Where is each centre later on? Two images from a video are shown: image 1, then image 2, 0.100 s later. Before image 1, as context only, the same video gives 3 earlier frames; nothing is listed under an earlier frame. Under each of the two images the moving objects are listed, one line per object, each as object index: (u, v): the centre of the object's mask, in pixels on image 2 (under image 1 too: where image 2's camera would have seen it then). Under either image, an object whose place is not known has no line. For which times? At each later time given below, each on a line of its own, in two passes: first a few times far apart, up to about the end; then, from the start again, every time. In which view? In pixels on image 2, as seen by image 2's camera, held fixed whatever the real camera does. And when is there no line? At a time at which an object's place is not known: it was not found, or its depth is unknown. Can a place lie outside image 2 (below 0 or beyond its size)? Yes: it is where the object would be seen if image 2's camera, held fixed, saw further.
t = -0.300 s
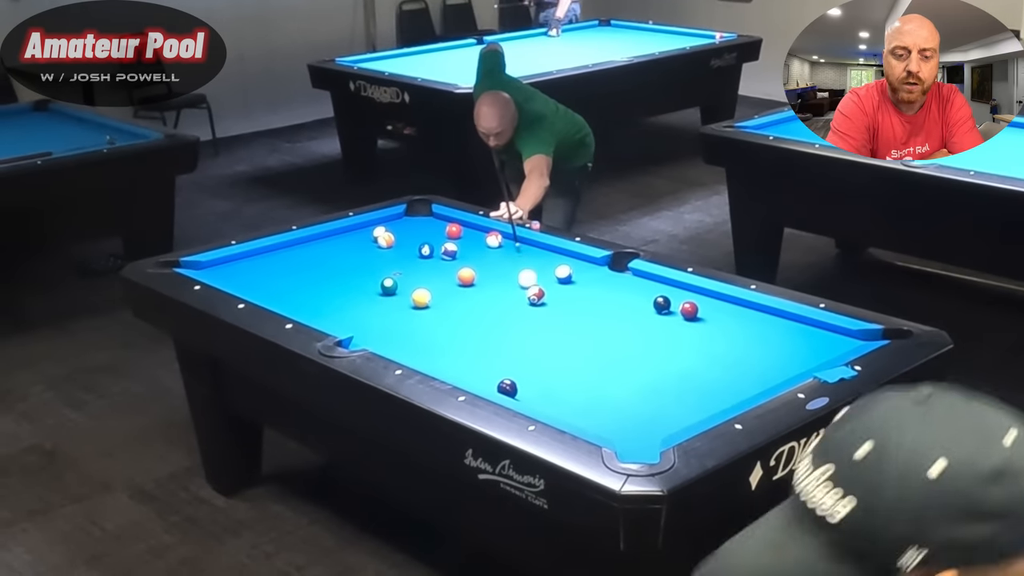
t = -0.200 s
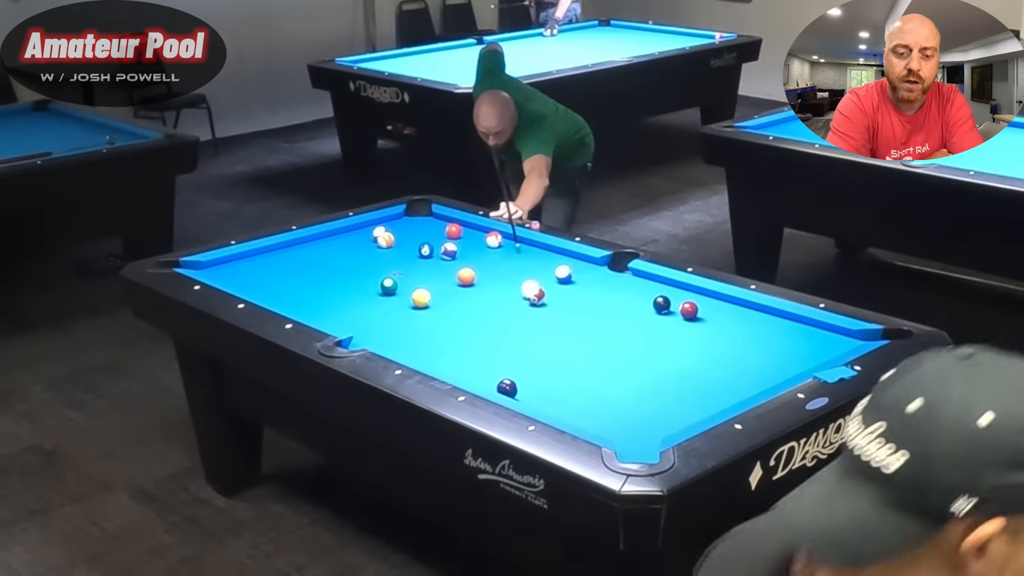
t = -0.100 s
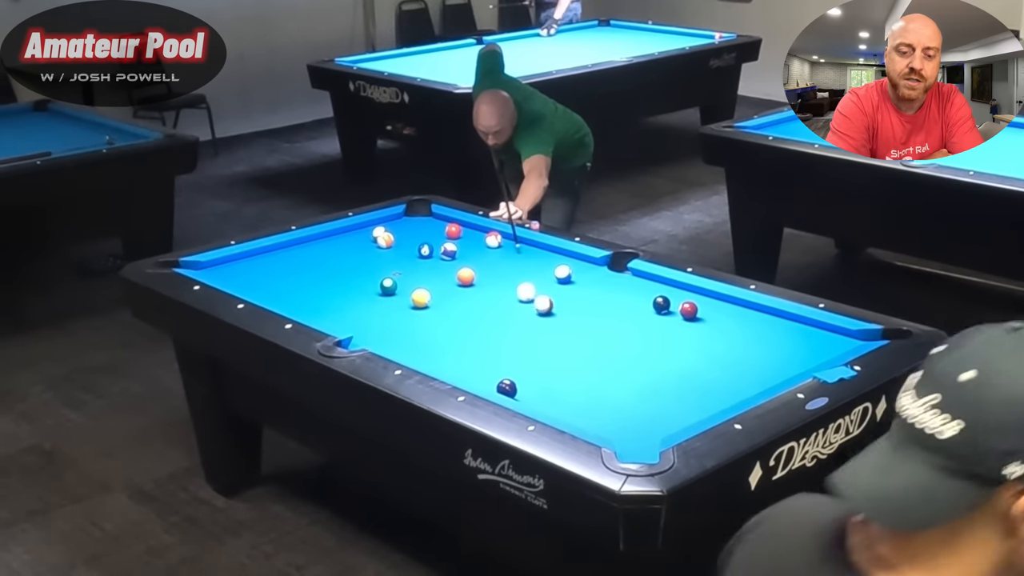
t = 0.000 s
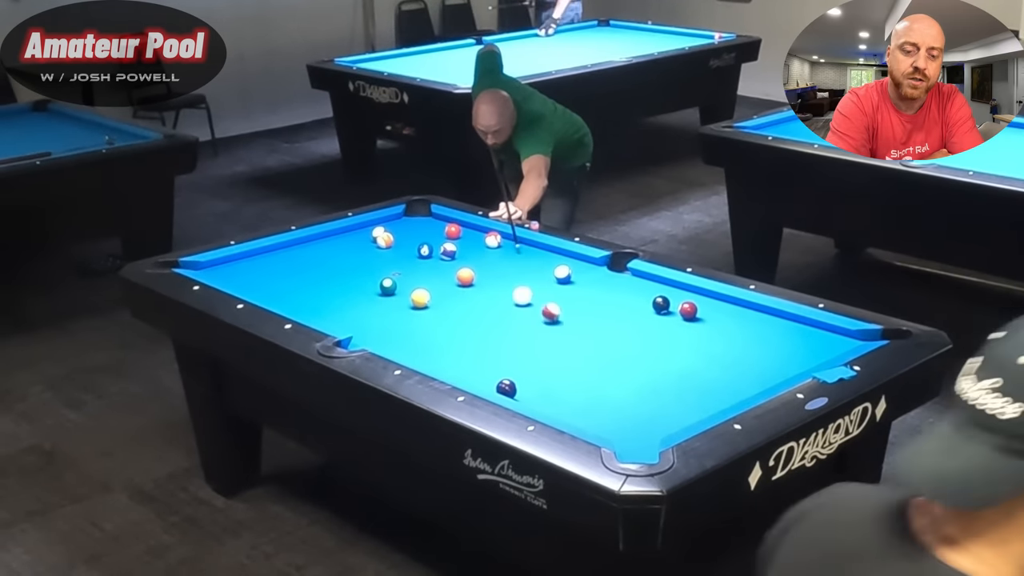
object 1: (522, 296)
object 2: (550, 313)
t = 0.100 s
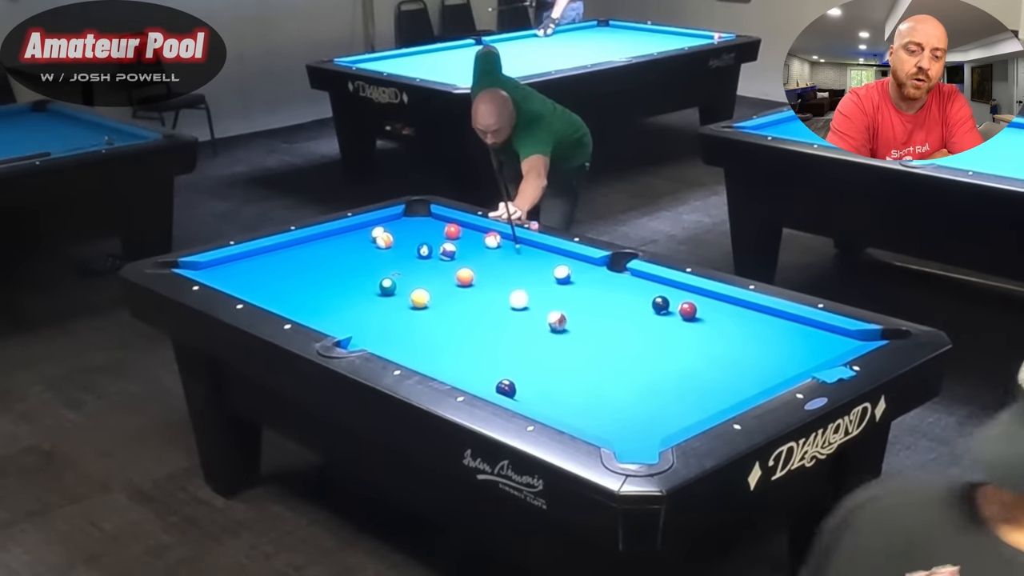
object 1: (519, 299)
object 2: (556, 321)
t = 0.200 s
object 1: (515, 303)
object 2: (564, 330)
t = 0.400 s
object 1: (509, 310)
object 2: (578, 346)
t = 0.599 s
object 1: (502, 317)
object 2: (593, 364)
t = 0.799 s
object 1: (496, 322)
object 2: (609, 382)
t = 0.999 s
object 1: (491, 328)
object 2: (626, 401)
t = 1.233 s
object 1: (484, 335)
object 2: (646, 424)
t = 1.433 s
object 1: (479, 341)
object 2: (641, 433)
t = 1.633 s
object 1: (474, 347)
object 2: (611, 429)
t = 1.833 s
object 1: (469, 352)
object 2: (587, 421)
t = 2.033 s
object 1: (465, 356)
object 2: (577, 416)
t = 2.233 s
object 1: (461, 361)
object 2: (569, 409)
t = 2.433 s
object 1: (458, 364)
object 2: (562, 403)
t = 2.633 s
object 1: (455, 367)
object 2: (555, 398)
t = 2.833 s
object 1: (453, 368)
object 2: (549, 393)
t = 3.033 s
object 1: (456, 369)
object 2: (545, 388)
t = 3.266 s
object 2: (540, 383)
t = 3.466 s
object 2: (536, 380)
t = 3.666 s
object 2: (533, 376)
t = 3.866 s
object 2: (530, 374)
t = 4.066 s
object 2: (528, 372)
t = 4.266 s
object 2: (526, 370)
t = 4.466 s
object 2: (524, 369)
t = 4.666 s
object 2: (522, 368)
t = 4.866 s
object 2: (521, 367)
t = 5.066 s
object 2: (521, 367)
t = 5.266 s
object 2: (522, 368)
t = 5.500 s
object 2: (522, 368)
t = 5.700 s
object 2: (522, 368)
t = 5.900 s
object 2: (521, 368)
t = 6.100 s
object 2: (522, 368)
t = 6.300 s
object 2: (522, 368)
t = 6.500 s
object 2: (522, 368)
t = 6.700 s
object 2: (522, 368)
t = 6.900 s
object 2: (522, 368)
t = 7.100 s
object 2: (522, 368)
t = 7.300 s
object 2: (521, 368)
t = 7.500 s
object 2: (521, 368)
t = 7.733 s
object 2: (522, 368)
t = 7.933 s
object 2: (522, 368)
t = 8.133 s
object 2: (522, 368)
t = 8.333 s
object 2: (522, 368)
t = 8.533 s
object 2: (522, 368)
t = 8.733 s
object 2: (522, 368)
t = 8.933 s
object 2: (522, 368)
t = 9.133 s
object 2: (522, 368)
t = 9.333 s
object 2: (522, 368)
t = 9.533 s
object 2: (522, 368)
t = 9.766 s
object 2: (521, 368)
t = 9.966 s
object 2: (521, 368)
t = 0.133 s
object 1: (518, 300)
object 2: (559, 323)
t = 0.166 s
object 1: (517, 302)
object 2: (561, 327)
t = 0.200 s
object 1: (515, 303)
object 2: (564, 330)
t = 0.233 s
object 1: (514, 304)
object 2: (567, 332)
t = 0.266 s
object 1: (513, 305)
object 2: (569, 335)
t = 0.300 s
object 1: (512, 306)
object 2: (571, 337)
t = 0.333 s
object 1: (511, 307)
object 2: (573, 340)
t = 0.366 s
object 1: (510, 308)
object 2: (576, 343)
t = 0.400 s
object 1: (509, 310)
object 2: (578, 346)
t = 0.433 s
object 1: (508, 311)
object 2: (581, 350)
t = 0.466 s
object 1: (507, 312)
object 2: (584, 353)
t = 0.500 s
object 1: (506, 313)
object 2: (586, 355)
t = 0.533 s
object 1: (505, 314)
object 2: (588, 358)
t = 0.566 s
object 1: (504, 315)
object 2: (591, 361)
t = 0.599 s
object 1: (502, 317)
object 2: (593, 364)
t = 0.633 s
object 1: (501, 317)
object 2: (596, 366)
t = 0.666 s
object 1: (500, 318)
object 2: (598, 369)
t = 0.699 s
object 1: (499, 320)
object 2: (601, 373)
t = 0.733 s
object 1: (498, 321)
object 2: (604, 376)
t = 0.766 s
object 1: (497, 322)
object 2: (607, 379)
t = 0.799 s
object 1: (496, 322)
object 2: (609, 382)
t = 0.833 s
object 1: (495, 324)
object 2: (612, 385)
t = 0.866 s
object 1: (494, 324)
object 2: (615, 388)
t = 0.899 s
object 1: (494, 326)
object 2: (617, 390)
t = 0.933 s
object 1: (492, 326)
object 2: (620, 394)
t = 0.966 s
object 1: (492, 328)
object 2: (623, 398)
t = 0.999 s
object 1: (491, 328)
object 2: (626, 401)
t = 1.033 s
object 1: (490, 329)
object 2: (629, 403)
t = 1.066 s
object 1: (489, 331)
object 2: (632, 406)
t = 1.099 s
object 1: (488, 331)
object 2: (635, 410)
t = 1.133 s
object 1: (487, 332)
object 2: (637, 414)
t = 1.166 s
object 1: (486, 333)
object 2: (640, 417)
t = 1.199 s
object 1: (485, 335)
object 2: (643, 420)
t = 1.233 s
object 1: (484, 335)
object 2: (646, 424)
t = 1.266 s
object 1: (483, 336)
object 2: (649, 427)
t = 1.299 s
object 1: (482, 337)
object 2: (652, 430)
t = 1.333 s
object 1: (482, 338)
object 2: (655, 432)
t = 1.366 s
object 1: (481, 339)
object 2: (652, 433)
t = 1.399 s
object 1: (480, 340)
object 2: (647, 433)
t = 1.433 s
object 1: (479, 341)
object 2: (641, 433)
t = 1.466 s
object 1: (478, 342)
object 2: (635, 432)
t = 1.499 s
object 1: (477, 343)
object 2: (630, 433)
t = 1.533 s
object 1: (476, 344)
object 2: (626, 431)
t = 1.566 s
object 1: (475, 345)
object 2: (621, 431)
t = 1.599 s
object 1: (475, 346)
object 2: (616, 430)
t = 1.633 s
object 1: (474, 347)
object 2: (611, 429)
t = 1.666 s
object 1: (473, 347)
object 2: (606, 428)
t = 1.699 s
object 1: (472, 348)
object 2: (602, 426)
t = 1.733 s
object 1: (472, 349)
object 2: (597, 425)
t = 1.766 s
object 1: (471, 350)
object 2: (592, 423)
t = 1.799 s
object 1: (470, 351)
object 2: (589, 422)
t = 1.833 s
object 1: (469, 352)
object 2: (587, 421)
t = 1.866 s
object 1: (468, 352)
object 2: (585, 420)
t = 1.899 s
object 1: (468, 353)
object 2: (583, 420)
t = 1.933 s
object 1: (467, 354)
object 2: (582, 419)
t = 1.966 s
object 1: (466, 355)
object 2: (580, 418)
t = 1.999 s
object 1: (465, 356)
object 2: (579, 417)
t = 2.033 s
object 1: (465, 356)
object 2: (577, 416)
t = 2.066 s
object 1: (464, 357)
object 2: (576, 415)
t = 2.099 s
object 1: (463, 358)
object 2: (574, 414)
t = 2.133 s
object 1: (463, 359)
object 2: (573, 413)
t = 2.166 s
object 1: (462, 360)
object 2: (572, 411)
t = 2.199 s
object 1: (462, 360)
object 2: (571, 409)
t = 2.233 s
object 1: (461, 361)
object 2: (569, 409)
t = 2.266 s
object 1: (460, 362)
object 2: (568, 408)
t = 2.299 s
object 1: (460, 362)
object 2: (567, 407)
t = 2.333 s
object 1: (459, 363)
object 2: (565, 406)
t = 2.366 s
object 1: (459, 363)
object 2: (564, 405)
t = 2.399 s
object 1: (458, 364)
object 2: (562, 405)
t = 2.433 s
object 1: (458, 364)
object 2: (562, 403)
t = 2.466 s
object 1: (457, 365)
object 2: (561, 402)
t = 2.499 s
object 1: (457, 366)
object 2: (559, 401)
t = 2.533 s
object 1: (456, 366)
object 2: (558, 401)
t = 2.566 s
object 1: (456, 366)
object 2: (557, 399)
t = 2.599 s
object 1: (455, 366)
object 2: (556, 399)
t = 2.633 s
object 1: (455, 367)
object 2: (555, 398)
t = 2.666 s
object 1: (455, 367)
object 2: (554, 397)
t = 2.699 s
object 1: (454, 367)
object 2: (553, 396)
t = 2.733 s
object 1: (454, 367)
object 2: (552, 395)
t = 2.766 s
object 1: (453, 368)
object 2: (551, 394)
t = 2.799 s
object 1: (453, 368)
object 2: (550, 393)
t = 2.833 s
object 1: (453, 368)
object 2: (549, 393)
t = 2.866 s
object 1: (453, 368)
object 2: (548, 392)
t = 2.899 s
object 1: (454, 369)
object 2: (547, 391)
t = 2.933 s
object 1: (454, 368)
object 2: (547, 391)
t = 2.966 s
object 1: (455, 369)
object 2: (547, 390)
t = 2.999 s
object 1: (455, 369)
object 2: (546, 389)
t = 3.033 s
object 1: (456, 369)
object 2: (545, 388)
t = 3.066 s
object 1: (457, 369)
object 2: (544, 387)
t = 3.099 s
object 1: (457, 369)
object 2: (544, 386)
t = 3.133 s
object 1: (458, 369)
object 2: (542, 386)
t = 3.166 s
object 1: (459, 369)
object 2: (542, 385)
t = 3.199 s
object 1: (459, 369)
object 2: (541, 385)
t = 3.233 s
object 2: (541, 384)
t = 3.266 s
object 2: (540, 383)
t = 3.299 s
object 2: (539, 383)
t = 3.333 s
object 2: (538, 382)
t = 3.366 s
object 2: (538, 381)
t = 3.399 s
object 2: (537, 381)
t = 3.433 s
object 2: (537, 381)
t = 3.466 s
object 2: (536, 380)
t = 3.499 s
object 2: (535, 380)
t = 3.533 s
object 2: (535, 379)
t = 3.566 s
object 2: (535, 378)
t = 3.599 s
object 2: (534, 378)
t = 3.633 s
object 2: (533, 377)
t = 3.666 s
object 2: (533, 376)
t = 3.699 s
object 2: (532, 376)
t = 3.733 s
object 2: (532, 375)
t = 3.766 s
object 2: (531, 375)
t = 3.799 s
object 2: (531, 375)
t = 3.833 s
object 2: (530, 375)
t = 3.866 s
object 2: (530, 374)
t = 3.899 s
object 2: (530, 374)
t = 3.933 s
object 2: (529, 373)
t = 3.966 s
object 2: (529, 373)
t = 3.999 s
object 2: (529, 372)
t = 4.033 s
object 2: (528, 372)
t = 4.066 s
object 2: (528, 372)
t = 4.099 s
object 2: (527, 372)
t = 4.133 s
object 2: (527, 372)
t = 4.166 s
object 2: (527, 371)
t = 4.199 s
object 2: (526, 371)
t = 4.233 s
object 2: (526, 371)
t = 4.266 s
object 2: (526, 370)
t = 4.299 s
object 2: (525, 370)
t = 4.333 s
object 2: (525, 370)
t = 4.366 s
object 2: (525, 370)
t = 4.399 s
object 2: (524, 370)
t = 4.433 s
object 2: (524, 369)
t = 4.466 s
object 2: (524, 369)
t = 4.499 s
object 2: (523, 369)
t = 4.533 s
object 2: (523, 368)
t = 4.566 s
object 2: (523, 368)
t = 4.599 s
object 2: (523, 368)
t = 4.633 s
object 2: (522, 368)
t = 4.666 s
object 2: (522, 368)
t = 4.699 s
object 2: (522, 368)
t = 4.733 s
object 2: (522, 368)
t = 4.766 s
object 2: (522, 368)
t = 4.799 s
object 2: (522, 367)
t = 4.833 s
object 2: (522, 368)
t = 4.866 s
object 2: (521, 367)
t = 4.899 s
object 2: (521, 367)
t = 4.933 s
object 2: (521, 367)
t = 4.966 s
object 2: (521, 367)
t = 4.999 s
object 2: (521, 367)
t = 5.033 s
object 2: (521, 367)
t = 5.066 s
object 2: (521, 367)
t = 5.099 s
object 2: (521, 368)
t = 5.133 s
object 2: (521, 368)
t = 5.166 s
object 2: (521, 367)
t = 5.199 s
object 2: (521, 367)
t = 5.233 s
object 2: (521, 368)
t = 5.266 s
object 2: (522, 368)
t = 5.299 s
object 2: (522, 368)
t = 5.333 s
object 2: (521, 368)
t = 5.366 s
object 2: (521, 368)
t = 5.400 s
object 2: (522, 368)
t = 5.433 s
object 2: (522, 368)
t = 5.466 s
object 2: (522, 368)
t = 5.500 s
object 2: (522, 368)
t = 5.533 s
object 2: (522, 368)
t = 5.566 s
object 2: (522, 368)
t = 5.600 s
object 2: (522, 368)
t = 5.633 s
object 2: (522, 368)
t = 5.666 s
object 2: (522, 368)
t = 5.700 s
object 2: (522, 368)
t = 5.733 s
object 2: (522, 368)
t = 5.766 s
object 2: (522, 368)
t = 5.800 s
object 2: (521, 368)
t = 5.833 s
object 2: (522, 368)
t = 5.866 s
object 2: (522, 368)
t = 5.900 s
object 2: (521, 368)
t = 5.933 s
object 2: (522, 368)
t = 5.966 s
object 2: (522, 368)
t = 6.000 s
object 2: (522, 368)
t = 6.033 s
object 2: (522, 368)
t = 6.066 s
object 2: (521, 368)
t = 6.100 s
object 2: (522, 368)
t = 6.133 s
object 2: (522, 368)
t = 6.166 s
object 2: (522, 368)
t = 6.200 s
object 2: (522, 368)
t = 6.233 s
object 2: (522, 368)
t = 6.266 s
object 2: (522, 368)
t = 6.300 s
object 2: (522, 368)
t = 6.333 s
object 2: (522, 368)
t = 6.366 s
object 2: (522, 368)
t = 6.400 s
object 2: (522, 368)
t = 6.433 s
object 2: (522, 368)
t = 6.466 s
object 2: (522, 368)
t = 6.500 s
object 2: (522, 368)
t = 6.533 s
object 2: (522, 368)
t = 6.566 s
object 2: (522, 368)
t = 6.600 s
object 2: (522, 368)
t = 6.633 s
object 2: (522, 368)
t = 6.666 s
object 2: (522, 368)
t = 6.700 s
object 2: (522, 368)
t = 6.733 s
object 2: (522, 368)
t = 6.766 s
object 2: (522, 368)
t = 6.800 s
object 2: (521, 368)
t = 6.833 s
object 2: (522, 368)
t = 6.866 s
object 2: (522, 368)
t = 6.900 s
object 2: (522, 368)
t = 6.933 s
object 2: (522, 368)
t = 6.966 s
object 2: (522, 368)
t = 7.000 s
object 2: (522, 368)
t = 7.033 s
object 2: (521, 368)
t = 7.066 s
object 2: (522, 368)
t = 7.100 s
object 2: (522, 368)
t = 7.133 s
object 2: (522, 368)
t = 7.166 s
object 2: (522, 368)
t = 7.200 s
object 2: (521, 368)
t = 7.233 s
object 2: (521, 368)
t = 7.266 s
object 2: (522, 368)
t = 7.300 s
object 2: (521, 368)
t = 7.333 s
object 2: (522, 368)
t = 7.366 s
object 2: (521, 368)
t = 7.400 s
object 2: (521, 368)
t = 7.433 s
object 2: (521, 368)
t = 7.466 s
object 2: (521, 368)
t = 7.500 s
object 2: (521, 368)
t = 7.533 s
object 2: (522, 368)
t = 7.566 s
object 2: (521, 368)
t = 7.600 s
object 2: (522, 368)
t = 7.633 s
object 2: (521, 368)
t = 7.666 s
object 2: (522, 368)
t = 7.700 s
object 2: (521, 368)
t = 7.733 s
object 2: (522, 368)
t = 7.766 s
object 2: (522, 368)
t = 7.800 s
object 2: (522, 368)
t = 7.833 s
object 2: (522, 368)
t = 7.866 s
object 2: (521, 368)
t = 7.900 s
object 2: (522, 368)
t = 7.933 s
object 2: (522, 368)
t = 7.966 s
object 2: (522, 368)
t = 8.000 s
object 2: (522, 368)
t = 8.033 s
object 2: (522, 368)
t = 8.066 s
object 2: (522, 368)
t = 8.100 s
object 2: (522, 368)
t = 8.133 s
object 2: (522, 368)
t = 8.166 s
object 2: (522, 368)
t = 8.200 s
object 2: (522, 368)
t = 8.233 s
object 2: (522, 368)
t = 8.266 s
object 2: (522, 368)
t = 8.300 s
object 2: (522, 368)
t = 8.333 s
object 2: (522, 368)
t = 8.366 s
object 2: (522, 368)
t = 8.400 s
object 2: (522, 368)
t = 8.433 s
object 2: (522, 368)
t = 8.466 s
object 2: (522, 368)
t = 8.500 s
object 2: (522, 368)
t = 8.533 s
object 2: (522, 368)
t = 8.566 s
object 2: (522, 368)
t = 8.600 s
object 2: (522, 368)
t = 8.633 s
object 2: (522, 368)
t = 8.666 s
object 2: (522, 368)
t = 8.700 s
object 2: (522, 368)
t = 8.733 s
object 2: (522, 368)
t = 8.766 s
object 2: (522, 368)
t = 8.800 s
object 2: (522, 368)
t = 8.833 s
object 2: (522, 368)
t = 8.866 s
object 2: (522, 368)
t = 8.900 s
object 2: (522, 368)
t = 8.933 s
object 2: (522, 368)
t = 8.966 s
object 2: (522, 368)
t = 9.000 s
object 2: (522, 368)
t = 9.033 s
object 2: (522, 368)
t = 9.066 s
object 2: (521, 368)
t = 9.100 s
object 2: (522, 368)
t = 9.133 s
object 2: (522, 368)
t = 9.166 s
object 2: (522, 368)
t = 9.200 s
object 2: (522, 368)
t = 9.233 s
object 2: (522, 368)
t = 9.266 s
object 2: (522, 368)
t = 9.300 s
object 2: (522, 368)
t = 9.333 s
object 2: (522, 368)
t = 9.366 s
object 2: (522, 368)
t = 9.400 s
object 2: (522, 368)
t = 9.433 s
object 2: (522, 368)
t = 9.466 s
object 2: (522, 368)
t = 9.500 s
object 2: (522, 368)
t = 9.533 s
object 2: (522, 368)
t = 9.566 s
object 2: (522, 368)
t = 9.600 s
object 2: (522, 368)
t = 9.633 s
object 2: (522, 368)
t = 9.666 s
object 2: (522, 368)
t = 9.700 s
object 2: (522, 368)
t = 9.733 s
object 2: (522, 368)
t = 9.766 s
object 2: (521, 368)
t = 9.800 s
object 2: (522, 368)
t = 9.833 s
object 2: (521, 368)
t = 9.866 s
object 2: (522, 368)
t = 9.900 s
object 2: (521, 368)
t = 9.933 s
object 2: (522, 368)
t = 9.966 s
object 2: (521, 368)
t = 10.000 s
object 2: (522, 368)
